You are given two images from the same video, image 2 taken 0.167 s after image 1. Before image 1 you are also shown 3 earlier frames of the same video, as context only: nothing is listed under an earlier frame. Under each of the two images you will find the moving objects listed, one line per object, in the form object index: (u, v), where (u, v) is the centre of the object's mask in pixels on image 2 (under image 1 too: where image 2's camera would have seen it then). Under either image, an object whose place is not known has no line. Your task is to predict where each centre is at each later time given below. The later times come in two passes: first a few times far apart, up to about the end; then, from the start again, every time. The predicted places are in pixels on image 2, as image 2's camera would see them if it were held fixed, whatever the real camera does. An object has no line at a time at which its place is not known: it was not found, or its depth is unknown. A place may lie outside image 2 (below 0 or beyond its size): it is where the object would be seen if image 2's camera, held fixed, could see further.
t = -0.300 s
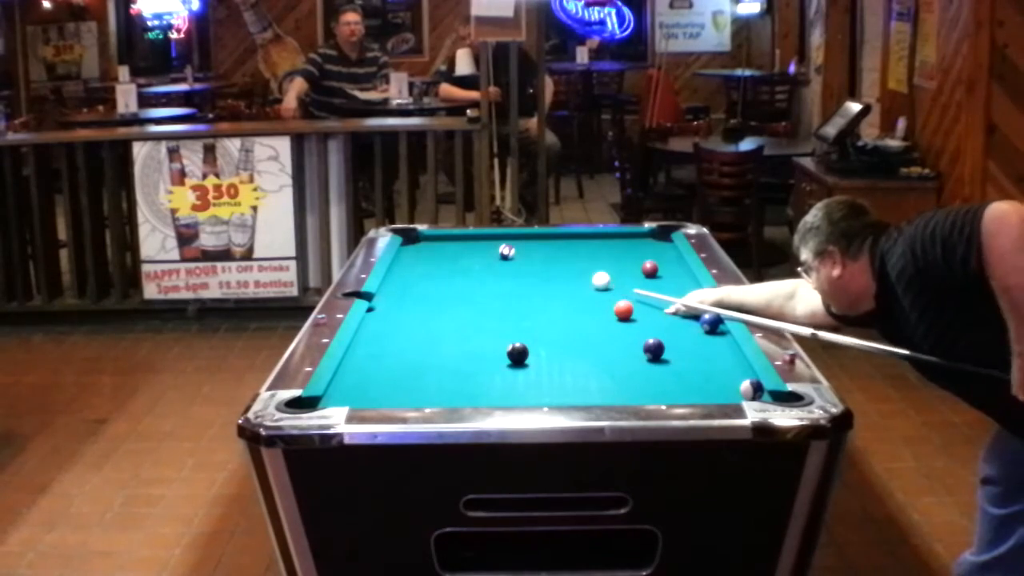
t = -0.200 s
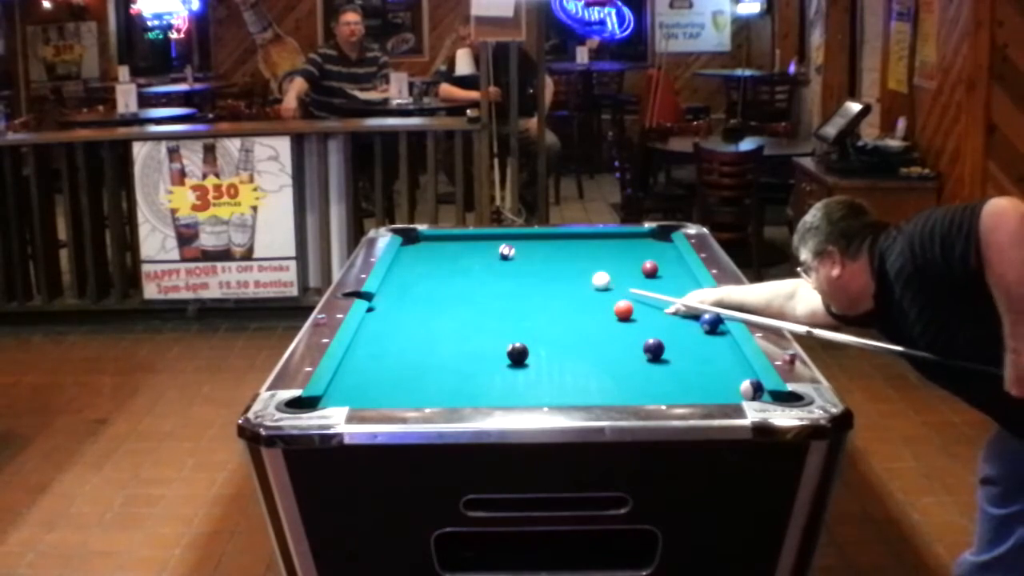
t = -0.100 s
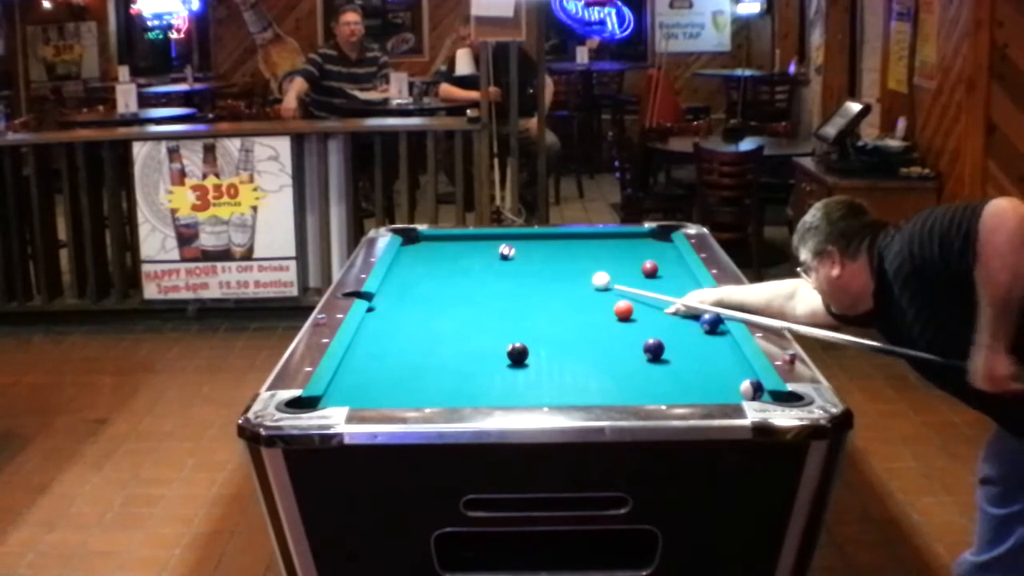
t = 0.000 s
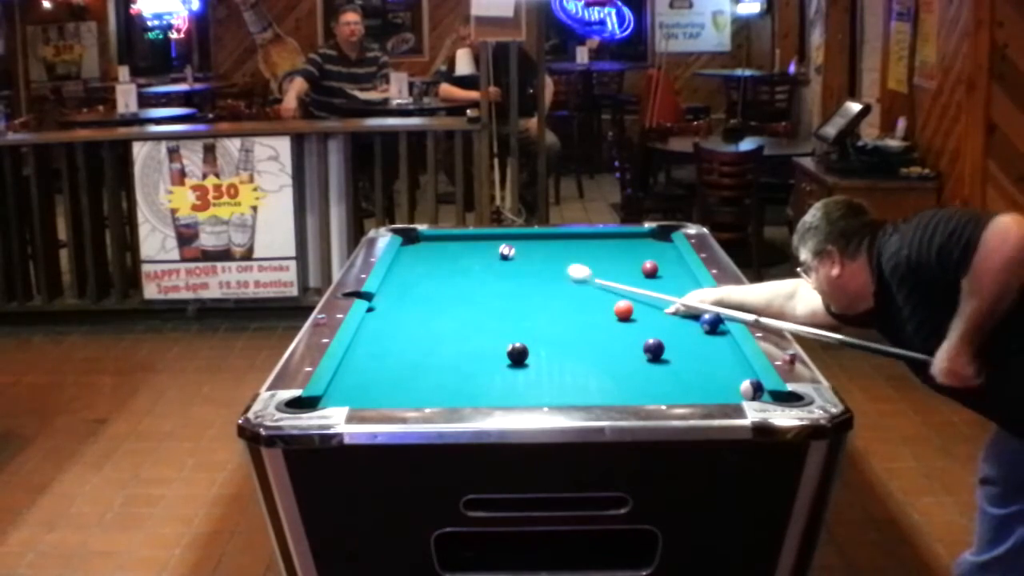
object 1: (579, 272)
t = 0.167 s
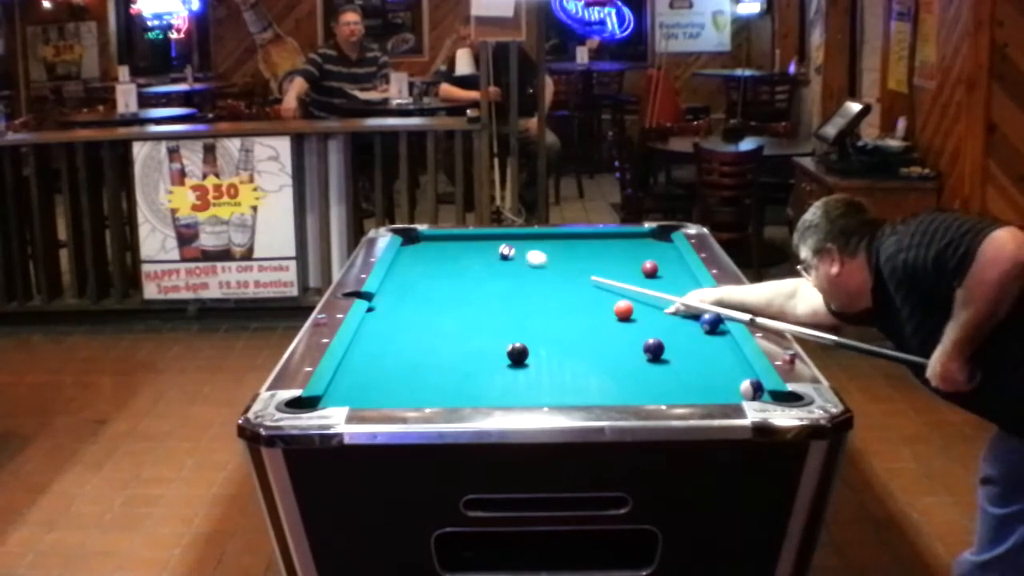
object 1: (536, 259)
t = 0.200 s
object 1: (530, 256)
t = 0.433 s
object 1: (526, 249)
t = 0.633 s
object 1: (531, 244)
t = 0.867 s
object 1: (536, 239)
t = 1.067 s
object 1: (540, 235)
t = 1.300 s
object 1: (545, 237)
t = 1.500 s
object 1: (550, 238)
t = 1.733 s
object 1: (555, 240)
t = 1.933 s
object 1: (559, 241)
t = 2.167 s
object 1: (564, 243)
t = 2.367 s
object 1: (567, 244)
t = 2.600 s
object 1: (571, 245)
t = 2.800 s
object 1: (573, 246)
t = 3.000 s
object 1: (574, 246)
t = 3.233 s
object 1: (575, 247)
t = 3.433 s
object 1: (575, 247)
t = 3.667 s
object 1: (575, 247)
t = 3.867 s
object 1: (575, 247)
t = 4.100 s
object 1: (575, 247)
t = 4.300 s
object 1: (575, 247)
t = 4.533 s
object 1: (575, 247)
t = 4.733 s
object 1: (575, 247)
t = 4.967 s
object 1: (575, 247)
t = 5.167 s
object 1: (575, 247)
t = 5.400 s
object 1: (575, 247)
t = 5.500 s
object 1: (575, 247)
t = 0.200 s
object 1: (530, 256)
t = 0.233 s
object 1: (524, 255)
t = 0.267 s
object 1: (520, 253)
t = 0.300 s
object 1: (522, 252)
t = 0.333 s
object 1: (524, 252)
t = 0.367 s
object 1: (525, 251)
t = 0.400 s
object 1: (525, 250)
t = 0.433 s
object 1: (526, 249)
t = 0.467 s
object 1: (527, 248)
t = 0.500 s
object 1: (528, 247)
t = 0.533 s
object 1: (529, 246)
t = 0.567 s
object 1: (529, 245)
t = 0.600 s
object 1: (530, 245)
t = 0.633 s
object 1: (531, 244)
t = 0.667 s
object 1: (531, 243)
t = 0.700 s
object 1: (532, 242)
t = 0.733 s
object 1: (533, 242)
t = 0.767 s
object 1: (534, 241)
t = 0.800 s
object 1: (534, 240)
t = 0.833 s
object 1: (535, 239)
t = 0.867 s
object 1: (536, 239)
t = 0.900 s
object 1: (536, 238)
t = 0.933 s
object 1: (537, 238)
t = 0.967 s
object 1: (538, 237)
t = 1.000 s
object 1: (538, 236)
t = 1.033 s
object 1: (539, 235)
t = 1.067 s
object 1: (540, 235)
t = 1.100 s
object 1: (540, 235)
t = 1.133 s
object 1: (541, 235)
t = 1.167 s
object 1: (542, 235)
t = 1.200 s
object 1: (543, 236)
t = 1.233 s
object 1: (543, 236)
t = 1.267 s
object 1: (544, 236)
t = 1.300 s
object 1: (545, 237)
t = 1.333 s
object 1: (546, 237)
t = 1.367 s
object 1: (547, 237)
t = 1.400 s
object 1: (548, 238)
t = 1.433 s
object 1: (548, 238)
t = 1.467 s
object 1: (549, 238)
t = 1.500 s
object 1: (550, 238)
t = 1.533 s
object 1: (551, 239)
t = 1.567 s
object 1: (552, 239)
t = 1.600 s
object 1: (552, 239)
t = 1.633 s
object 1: (553, 239)
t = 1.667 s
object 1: (554, 240)
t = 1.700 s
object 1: (554, 240)
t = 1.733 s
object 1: (555, 240)
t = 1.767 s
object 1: (556, 240)
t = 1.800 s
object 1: (557, 241)
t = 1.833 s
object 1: (558, 241)
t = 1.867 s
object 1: (558, 241)
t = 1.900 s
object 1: (559, 241)
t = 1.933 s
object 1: (559, 241)
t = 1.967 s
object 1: (560, 242)
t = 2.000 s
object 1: (561, 242)
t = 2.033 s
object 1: (561, 242)
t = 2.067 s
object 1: (562, 242)
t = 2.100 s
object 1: (562, 242)
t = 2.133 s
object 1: (563, 243)
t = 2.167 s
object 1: (564, 243)
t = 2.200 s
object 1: (564, 243)
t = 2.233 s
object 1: (565, 243)
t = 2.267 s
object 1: (566, 243)
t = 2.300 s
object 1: (566, 244)
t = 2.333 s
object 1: (567, 244)
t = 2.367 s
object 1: (567, 244)
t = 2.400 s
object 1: (568, 244)
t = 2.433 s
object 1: (568, 244)
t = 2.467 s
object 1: (569, 244)
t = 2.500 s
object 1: (569, 245)
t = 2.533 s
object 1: (570, 245)
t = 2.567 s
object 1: (570, 245)
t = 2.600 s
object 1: (571, 245)
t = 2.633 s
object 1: (571, 245)
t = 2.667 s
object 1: (571, 245)
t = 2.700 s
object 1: (572, 246)
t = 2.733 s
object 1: (572, 246)
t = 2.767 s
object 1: (572, 246)
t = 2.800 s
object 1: (573, 246)
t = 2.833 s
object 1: (573, 246)
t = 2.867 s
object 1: (573, 246)
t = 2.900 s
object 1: (574, 246)
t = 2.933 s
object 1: (574, 246)
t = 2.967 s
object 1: (574, 246)
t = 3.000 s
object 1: (574, 246)
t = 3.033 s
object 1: (574, 246)
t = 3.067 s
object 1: (574, 246)
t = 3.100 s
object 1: (575, 247)
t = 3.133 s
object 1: (575, 247)
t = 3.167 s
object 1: (575, 247)
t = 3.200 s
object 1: (575, 247)
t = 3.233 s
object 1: (575, 247)
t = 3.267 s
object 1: (575, 247)
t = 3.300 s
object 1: (575, 247)
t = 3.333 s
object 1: (575, 247)
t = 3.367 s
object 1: (575, 247)
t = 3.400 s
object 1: (575, 247)
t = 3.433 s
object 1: (575, 247)
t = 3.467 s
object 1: (575, 247)
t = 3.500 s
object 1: (575, 247)
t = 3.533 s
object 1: (575, 247)
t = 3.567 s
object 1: (575, 247)
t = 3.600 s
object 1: (575, 247)
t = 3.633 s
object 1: (575, 247)
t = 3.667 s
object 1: (575, 247)
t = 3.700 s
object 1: (575, 247)
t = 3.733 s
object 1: (575, 247)
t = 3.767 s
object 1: (575, 247)
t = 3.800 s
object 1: (575, 247)
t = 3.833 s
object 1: (575, 247)
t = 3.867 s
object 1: (575, 247)
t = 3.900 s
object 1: (575, 247)
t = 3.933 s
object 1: (575, 247)
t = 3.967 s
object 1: (575, 247)
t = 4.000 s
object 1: (575, 247)
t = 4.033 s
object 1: (575, 247)
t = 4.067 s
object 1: (575, 247)
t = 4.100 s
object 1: (575, 247)
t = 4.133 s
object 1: (575, 247)
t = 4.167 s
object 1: (575, 247)
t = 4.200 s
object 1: (575, 247)
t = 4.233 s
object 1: (575, 247)
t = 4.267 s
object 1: (575, 247)
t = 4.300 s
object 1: (575, 247)
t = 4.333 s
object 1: (575, 247)
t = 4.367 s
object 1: (575, 247)
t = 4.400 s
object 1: (575, 247)
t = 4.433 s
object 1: (575, 247)
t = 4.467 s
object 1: (575, 247)
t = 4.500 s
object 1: (575, 247)
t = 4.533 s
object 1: (575, 247)
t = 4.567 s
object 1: (575, 247)
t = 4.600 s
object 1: (575, 247)
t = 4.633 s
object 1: (575, 247)
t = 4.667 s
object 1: (575, 247)
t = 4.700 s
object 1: (575, 247)
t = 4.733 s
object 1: (575, 247)
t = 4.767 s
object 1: (575, 247)
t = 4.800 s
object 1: (575, 247)
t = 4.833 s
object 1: (575, 247)
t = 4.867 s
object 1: (575, 247)
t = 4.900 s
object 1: (575, 247)
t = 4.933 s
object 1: (575, 247)
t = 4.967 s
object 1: (575, 247)
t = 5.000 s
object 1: (575, 247)
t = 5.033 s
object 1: (575, 247)
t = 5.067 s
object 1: (575, 247)
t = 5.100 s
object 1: (575, 247)
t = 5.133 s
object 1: (575, 247)
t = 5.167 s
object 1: (575, 247)
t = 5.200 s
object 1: (575, 247)
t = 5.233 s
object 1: (575, 247)
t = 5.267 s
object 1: (575, 247)
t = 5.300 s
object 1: (575, 247)
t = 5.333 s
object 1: (575, 247)
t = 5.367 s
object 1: (575, 247)
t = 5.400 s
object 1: (575, 247)
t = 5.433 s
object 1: (575, 247)
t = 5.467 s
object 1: (575, 247)
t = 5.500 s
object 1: (575, 247)
